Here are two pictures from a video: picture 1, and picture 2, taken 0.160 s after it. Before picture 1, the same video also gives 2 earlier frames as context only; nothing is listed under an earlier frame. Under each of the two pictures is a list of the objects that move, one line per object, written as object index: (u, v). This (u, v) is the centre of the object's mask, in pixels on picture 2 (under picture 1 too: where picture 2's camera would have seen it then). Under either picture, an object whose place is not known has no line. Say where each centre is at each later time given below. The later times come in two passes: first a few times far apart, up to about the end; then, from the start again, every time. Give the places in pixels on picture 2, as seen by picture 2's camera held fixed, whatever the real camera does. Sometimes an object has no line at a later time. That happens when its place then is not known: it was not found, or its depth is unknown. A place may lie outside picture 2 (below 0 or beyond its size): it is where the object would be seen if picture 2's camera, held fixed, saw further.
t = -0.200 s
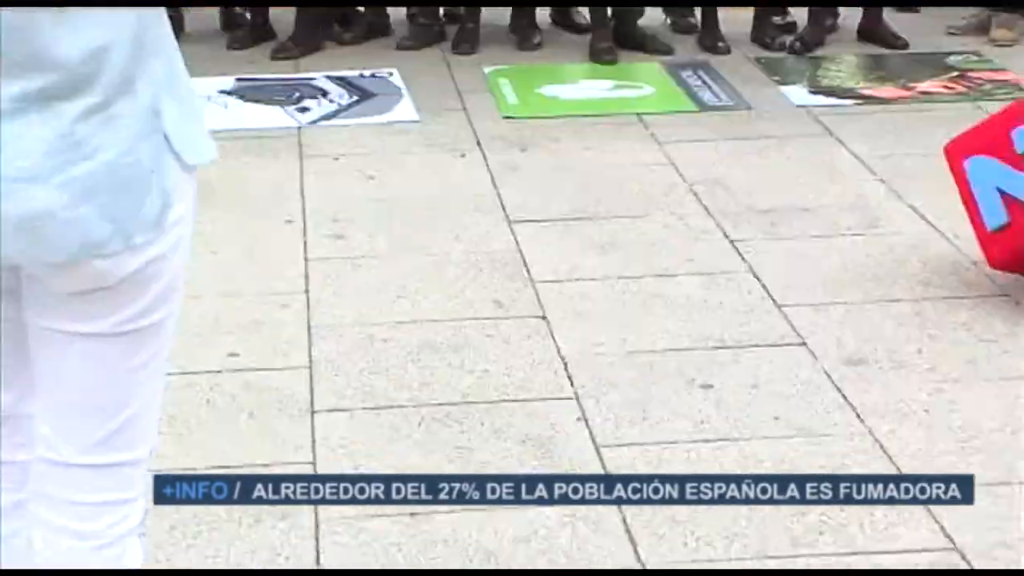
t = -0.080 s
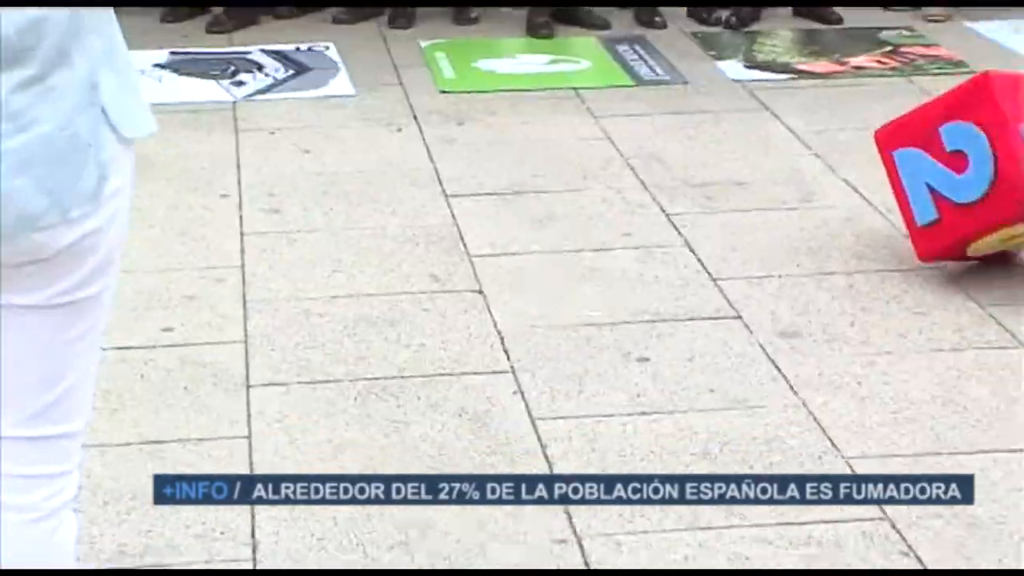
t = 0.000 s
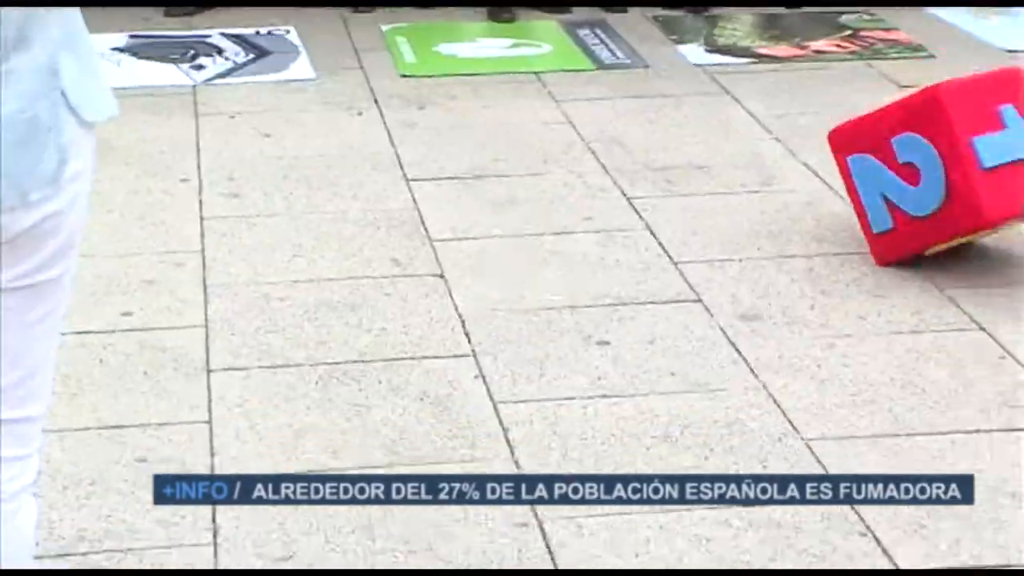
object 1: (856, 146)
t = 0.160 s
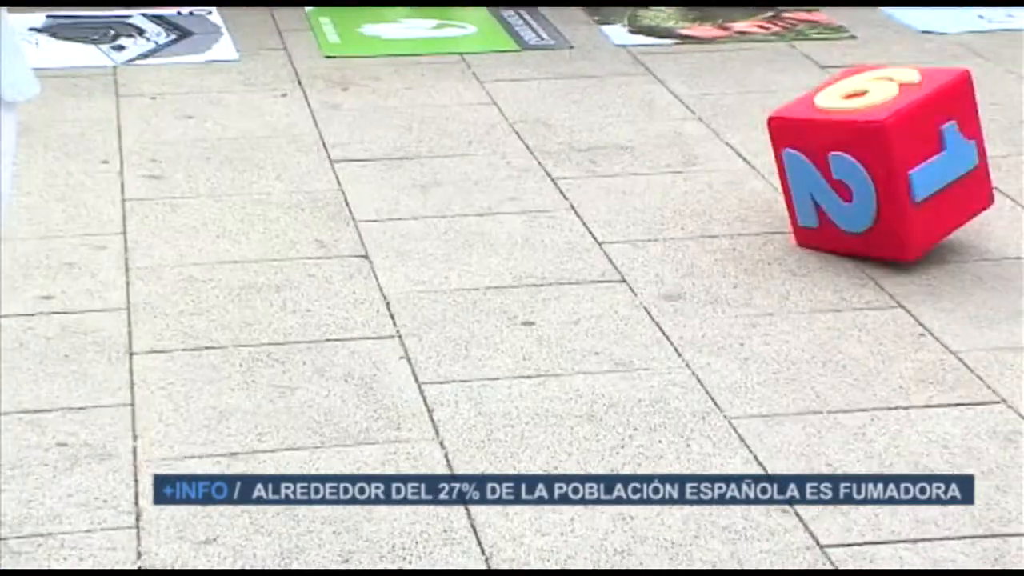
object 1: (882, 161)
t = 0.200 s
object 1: (890, 168)
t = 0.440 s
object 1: (930, 163)
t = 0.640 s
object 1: (898, 172)
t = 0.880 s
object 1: (906, 176)
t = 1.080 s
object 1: (907, 173)
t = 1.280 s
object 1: (903, 175)
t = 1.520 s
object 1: (903, 176)
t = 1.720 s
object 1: (904, 176)
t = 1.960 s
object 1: (904, 176)
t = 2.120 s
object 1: (904, 176)
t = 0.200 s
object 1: (890, 168)
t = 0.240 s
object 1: (901, 170)
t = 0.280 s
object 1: (912, 169)
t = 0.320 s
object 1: (922, 170)
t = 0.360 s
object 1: (927, 166)
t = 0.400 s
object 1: (930, 163)
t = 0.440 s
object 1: (930, 163)
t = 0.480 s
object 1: (928, 164)
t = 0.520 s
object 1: (923, 166)
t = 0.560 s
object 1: (916, 170)
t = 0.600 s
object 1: (907, 173)
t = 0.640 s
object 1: (898, 172)
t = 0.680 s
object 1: (894, 168)
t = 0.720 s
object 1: (892, 168)
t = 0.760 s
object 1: (892, 169)
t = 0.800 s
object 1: (895, 171)
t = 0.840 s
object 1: (900, 174)
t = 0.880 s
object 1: (906, 176)
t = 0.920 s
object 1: (911, 172)
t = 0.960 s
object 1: (913, 171)
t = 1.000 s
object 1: (913, 171)
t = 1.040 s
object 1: (911, 172)
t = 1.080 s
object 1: (907, 173)
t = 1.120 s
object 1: (903, 175)
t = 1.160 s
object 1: (901, 174)
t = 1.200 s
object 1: (900, 174)
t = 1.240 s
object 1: (901, 174)
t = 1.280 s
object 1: (903, 175)
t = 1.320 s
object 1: (905, 176)
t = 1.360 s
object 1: (906, 175)
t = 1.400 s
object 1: (907, 175)
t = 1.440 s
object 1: (905, 176)
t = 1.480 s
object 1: (904, 176)
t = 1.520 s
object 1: (903, 176)
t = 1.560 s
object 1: (903, 176)
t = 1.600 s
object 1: (904, 176)
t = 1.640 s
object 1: (904, 176)
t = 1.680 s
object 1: (904, 176)
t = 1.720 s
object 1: (904, 176)
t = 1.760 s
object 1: (904, 176)
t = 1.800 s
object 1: (904, 176)
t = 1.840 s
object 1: (904, 176)
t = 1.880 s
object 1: (904, 176)
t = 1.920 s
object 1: (904, 176)
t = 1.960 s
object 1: (904, 176)
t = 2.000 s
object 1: (904, 176)
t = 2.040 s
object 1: (904, 176)
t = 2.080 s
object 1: (904, 176)
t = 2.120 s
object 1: (904, 176)
